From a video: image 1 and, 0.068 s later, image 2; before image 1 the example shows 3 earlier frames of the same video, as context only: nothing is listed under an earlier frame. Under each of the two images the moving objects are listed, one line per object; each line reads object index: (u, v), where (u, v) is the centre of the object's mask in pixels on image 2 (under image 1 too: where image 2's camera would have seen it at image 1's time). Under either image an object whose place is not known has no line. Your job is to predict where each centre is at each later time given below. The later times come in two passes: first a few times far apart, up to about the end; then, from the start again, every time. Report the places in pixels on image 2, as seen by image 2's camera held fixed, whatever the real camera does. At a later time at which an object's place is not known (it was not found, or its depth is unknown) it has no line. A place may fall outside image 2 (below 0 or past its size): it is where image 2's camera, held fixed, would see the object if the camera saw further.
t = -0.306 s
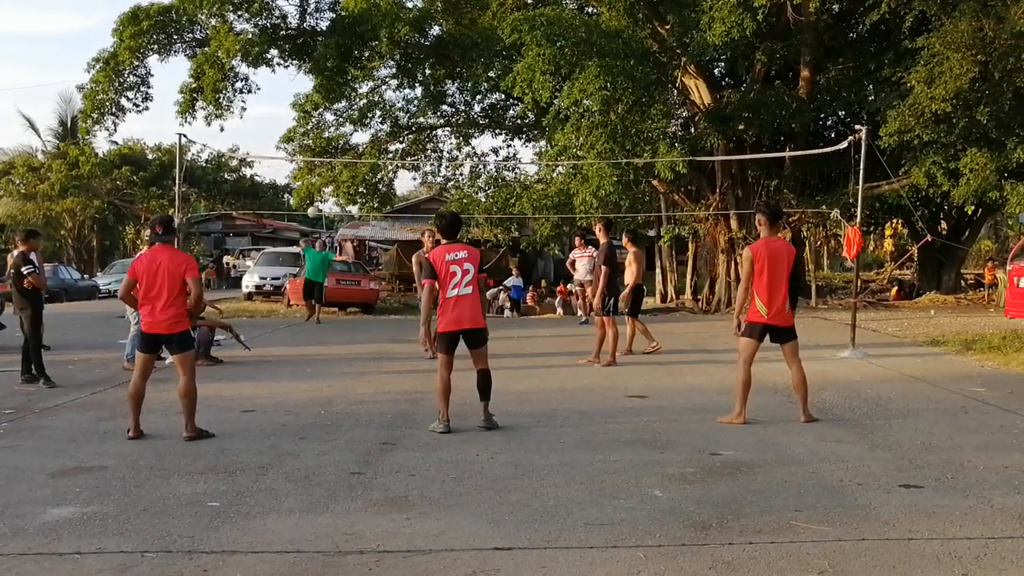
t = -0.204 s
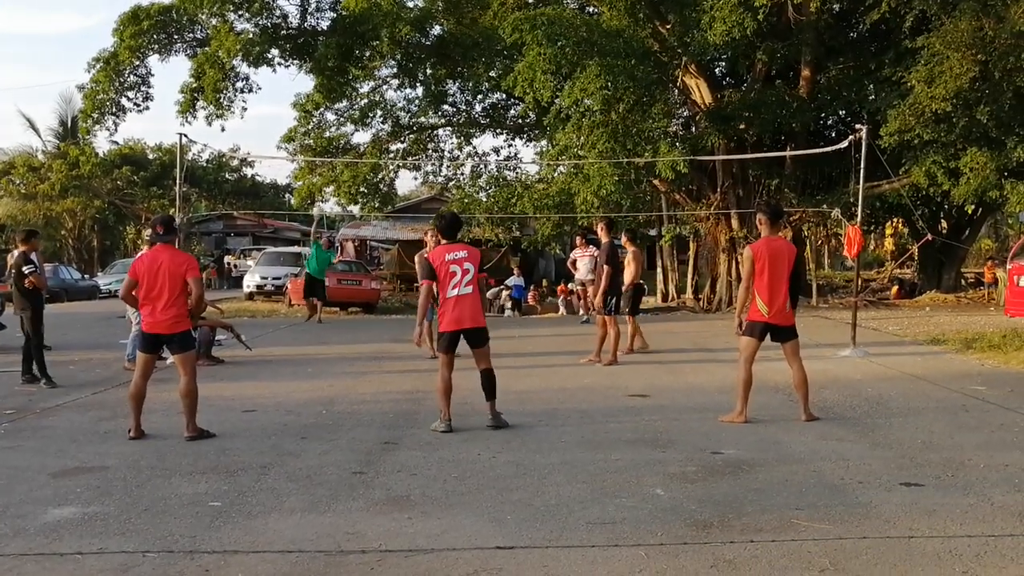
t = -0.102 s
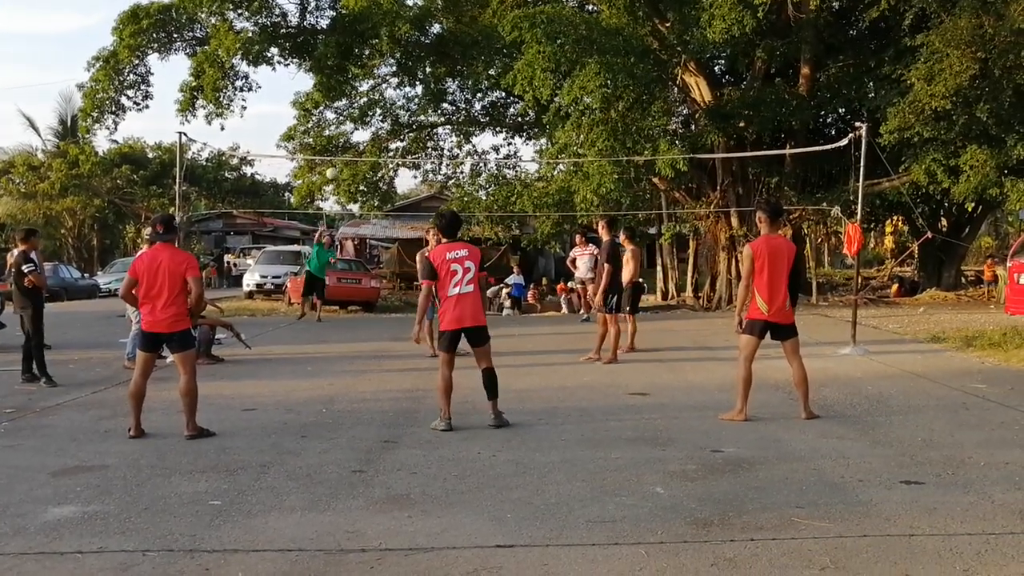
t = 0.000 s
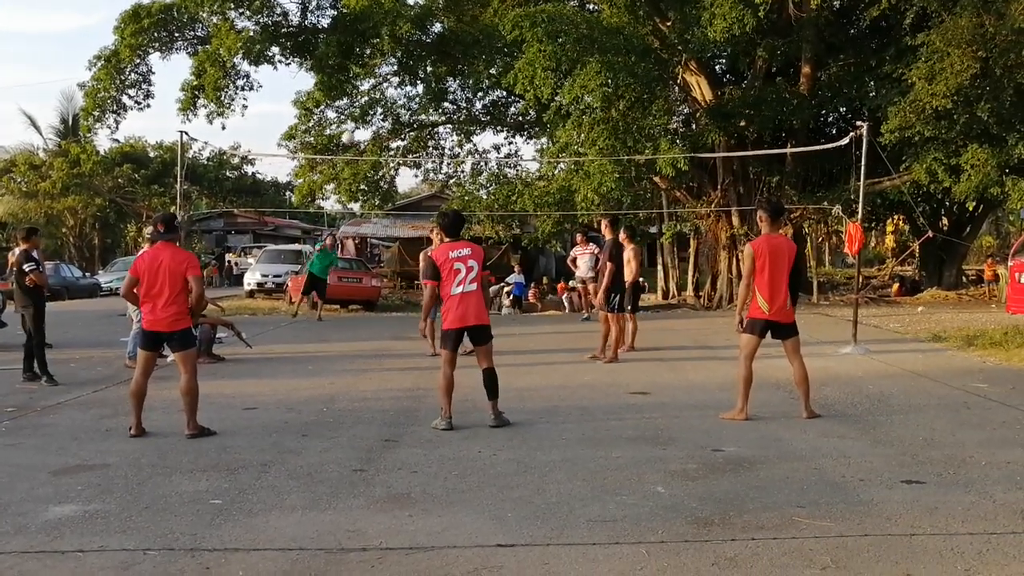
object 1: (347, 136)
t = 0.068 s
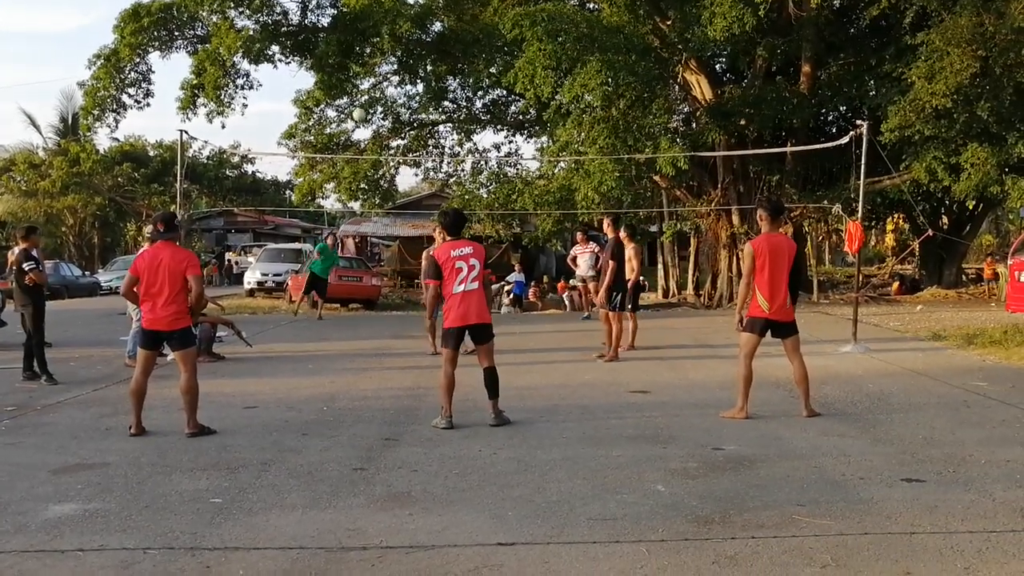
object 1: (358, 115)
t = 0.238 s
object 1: (390, 68)
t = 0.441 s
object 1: (437, 30)
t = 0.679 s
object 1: (511, 23)
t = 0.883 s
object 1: (594, 61)
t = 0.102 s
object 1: (365, 104)
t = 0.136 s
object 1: (369, 94)
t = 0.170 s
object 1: (377, 85)
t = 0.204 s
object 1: (384, 76)
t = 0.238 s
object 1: (390, 68)
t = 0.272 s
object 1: (397, 60)
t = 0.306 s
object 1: (405, 53)
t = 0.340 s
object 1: (413, 47)
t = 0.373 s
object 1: (420, 40)
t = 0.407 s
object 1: (428, 35)
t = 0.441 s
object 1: (437, 30)
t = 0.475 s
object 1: (447, 26)
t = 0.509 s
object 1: (456, 23)
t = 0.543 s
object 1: (466, 21)
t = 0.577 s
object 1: (476, 20)
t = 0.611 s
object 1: (487, 20)
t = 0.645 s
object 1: (499, 21)
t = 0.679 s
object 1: (511, 23)
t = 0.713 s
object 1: (523, 25)
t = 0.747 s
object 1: (536, 30)
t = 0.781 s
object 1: (550, 36)
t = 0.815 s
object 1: (564, 42)
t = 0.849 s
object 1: (578, 51)
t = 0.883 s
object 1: (594, 61)
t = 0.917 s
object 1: (610, 73)
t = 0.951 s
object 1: (627, 87)
